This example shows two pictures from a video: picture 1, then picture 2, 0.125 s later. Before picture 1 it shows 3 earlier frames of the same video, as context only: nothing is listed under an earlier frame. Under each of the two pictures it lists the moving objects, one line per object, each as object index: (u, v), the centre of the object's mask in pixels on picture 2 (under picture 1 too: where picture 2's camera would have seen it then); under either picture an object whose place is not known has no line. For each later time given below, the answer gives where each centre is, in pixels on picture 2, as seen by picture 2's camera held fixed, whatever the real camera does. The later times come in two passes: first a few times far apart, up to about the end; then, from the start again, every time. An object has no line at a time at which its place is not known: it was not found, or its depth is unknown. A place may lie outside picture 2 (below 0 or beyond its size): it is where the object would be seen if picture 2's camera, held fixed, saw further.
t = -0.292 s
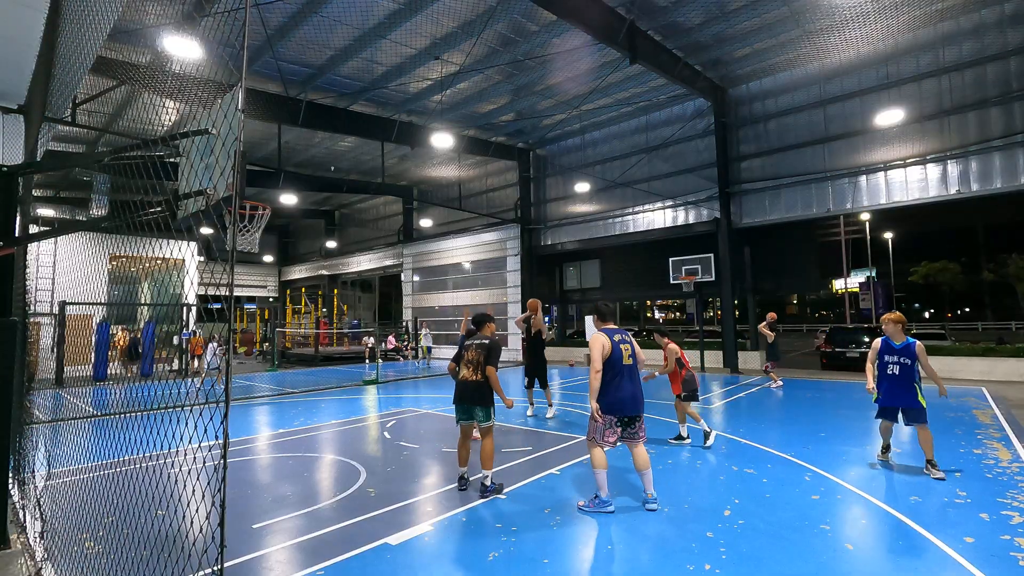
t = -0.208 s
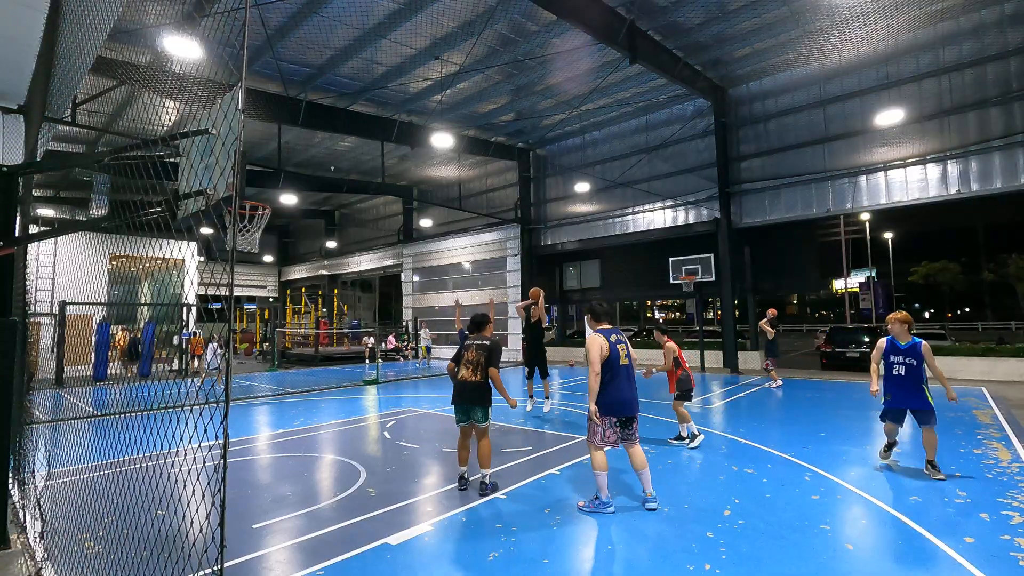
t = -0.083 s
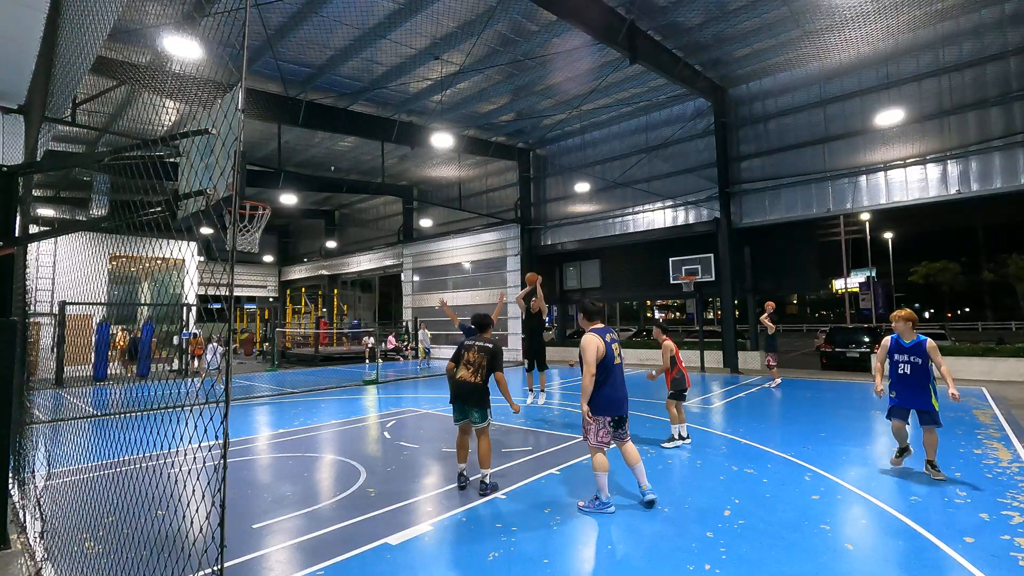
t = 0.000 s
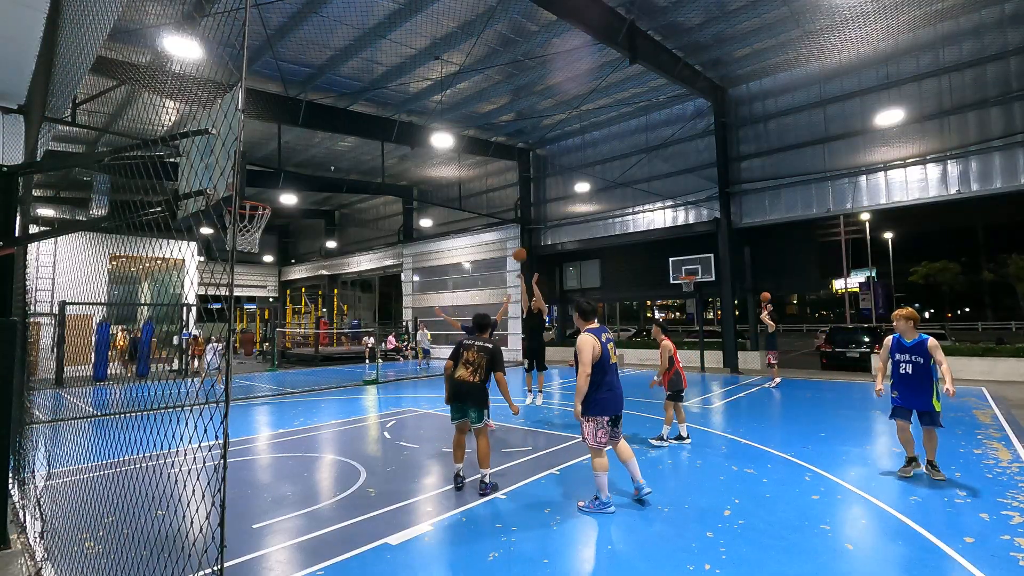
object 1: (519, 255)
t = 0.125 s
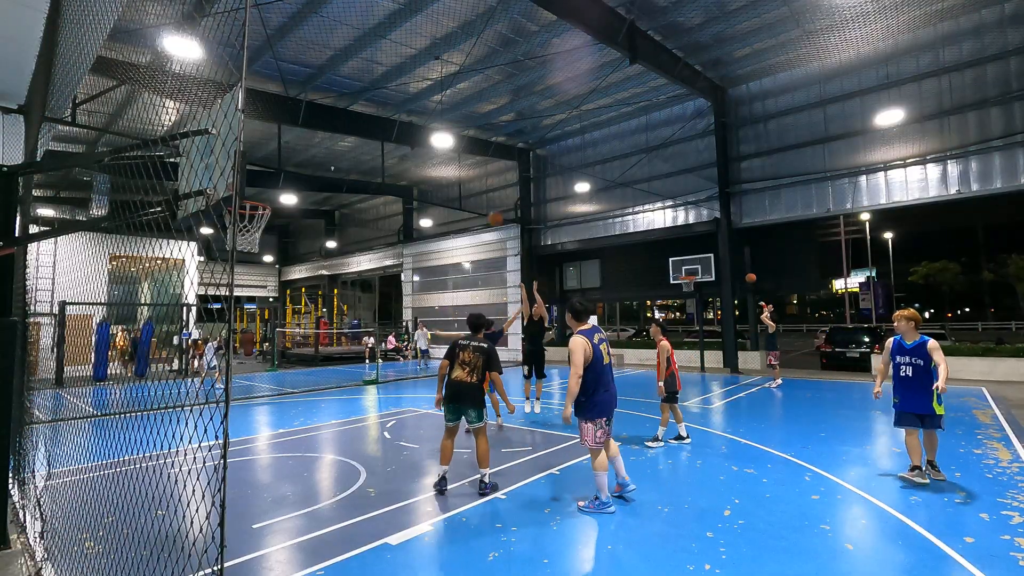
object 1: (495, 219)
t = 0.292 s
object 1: (459, 181)
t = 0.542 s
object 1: (396, 148)
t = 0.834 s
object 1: (301, 161)
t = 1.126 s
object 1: (256, 189)
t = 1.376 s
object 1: (281, 163)
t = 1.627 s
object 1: (311, 196)
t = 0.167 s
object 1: (487, 209)
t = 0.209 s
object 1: (477, 198)
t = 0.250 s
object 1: (468, 189)
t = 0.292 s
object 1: (459, 181)
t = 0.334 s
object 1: (449, 173)
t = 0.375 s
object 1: (439, 166)
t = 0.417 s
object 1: (429, 160)
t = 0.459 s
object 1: (418, 155)
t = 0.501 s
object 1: (407, 151)
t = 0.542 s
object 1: (396, 148)
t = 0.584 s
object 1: (384, 146)
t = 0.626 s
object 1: (372, 146)
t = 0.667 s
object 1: (359, 146)
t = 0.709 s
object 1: (345, 147)
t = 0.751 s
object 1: (331, 151)
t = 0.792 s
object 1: (316, 155)
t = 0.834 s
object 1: (301, 161)
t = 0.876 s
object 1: (285, 169)
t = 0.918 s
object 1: (267, 179)
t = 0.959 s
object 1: (253, 190)
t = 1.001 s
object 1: (246, 204)
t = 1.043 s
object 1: (249, 208)
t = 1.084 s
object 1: (254, 196)
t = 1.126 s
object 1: (256, 189)
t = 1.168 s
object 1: (259, 180)
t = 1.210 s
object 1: (263, 174)
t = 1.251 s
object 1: (268, 169)
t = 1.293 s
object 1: (272, 165)
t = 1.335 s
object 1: (276, 163)
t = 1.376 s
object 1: (281, 163)
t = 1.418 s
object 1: (285, 164)
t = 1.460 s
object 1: (290, 166)
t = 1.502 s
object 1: (295, 171)
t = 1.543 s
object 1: (300, 177)
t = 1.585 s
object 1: (305, 184)
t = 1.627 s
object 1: (311, 196)
